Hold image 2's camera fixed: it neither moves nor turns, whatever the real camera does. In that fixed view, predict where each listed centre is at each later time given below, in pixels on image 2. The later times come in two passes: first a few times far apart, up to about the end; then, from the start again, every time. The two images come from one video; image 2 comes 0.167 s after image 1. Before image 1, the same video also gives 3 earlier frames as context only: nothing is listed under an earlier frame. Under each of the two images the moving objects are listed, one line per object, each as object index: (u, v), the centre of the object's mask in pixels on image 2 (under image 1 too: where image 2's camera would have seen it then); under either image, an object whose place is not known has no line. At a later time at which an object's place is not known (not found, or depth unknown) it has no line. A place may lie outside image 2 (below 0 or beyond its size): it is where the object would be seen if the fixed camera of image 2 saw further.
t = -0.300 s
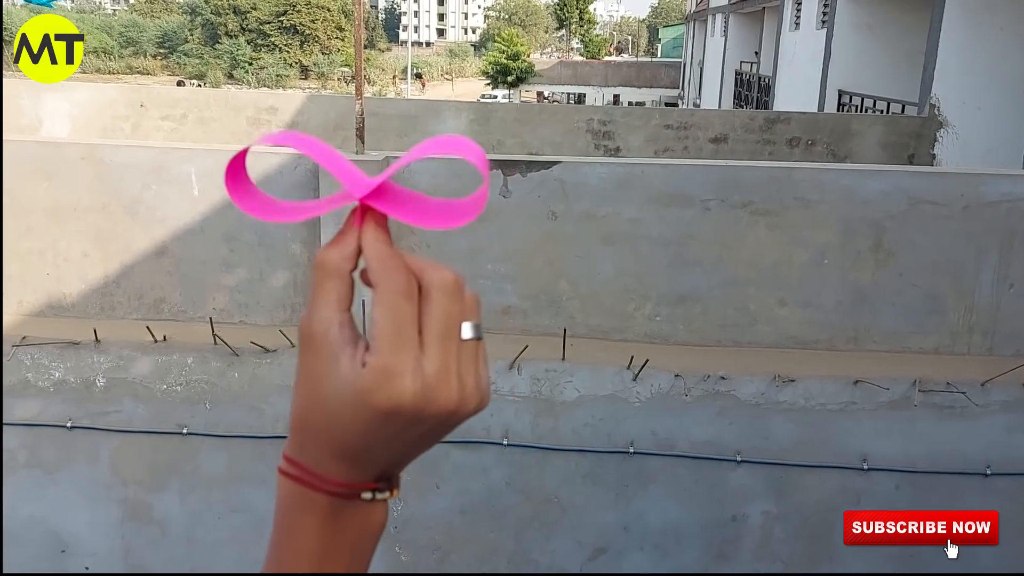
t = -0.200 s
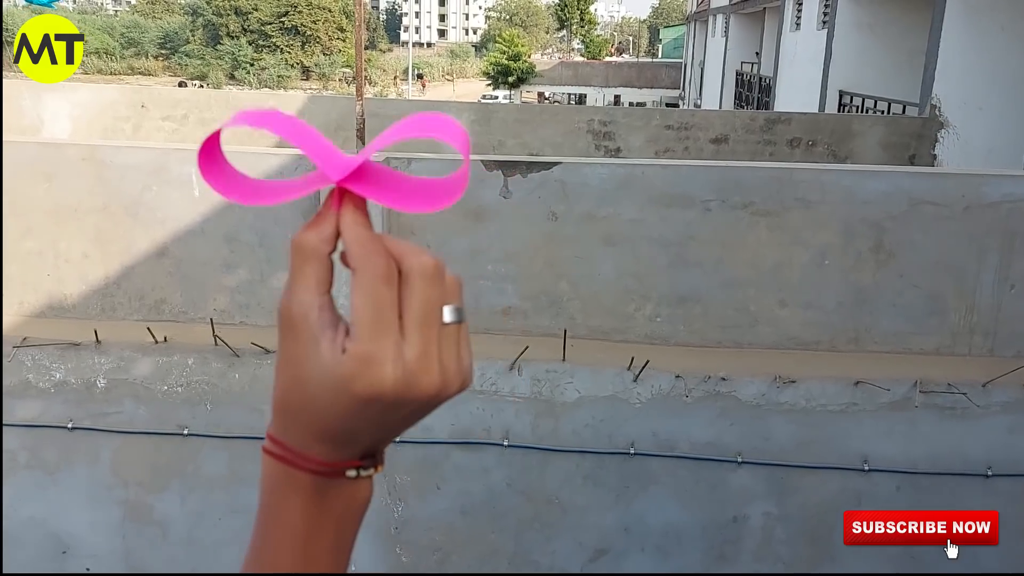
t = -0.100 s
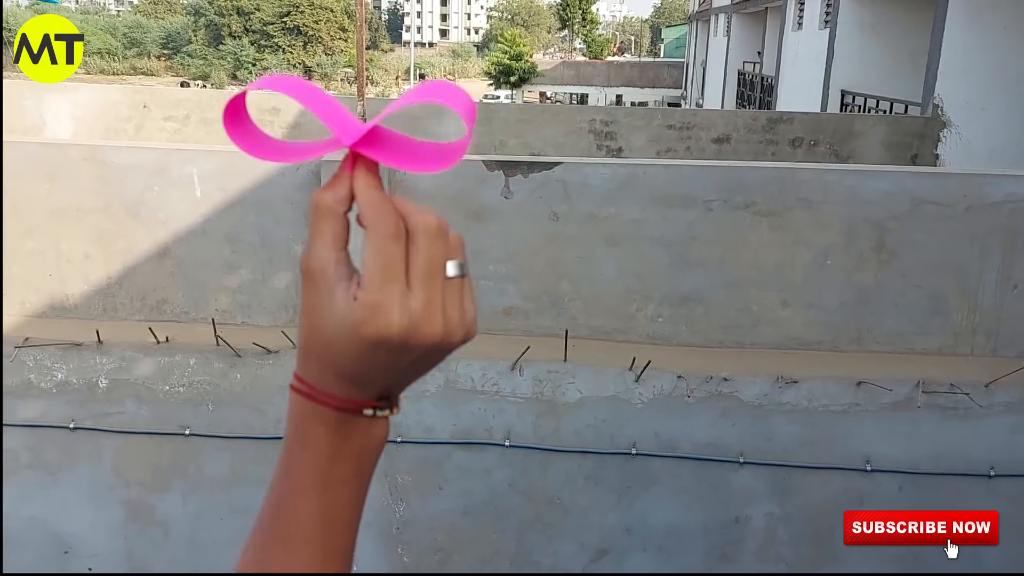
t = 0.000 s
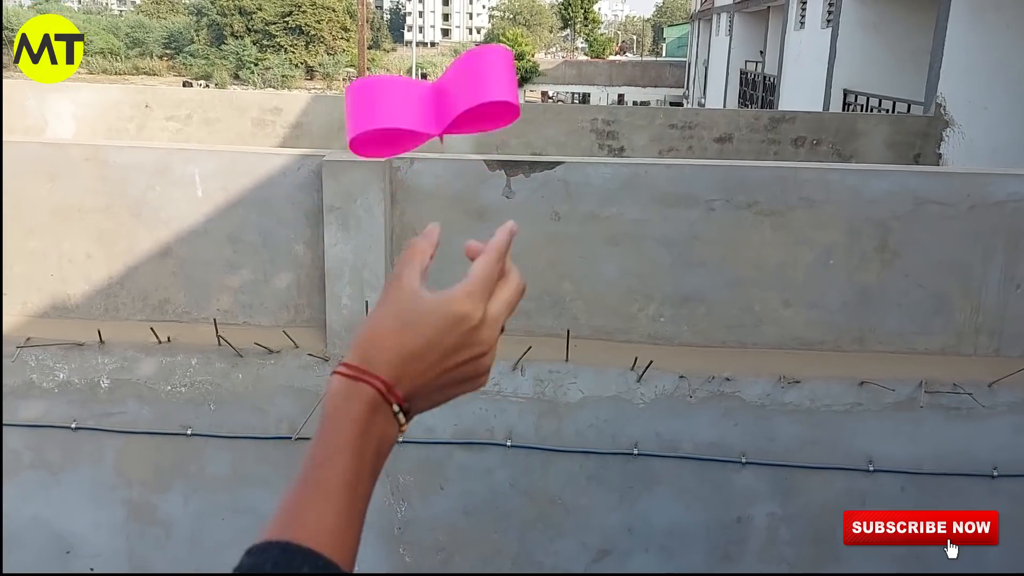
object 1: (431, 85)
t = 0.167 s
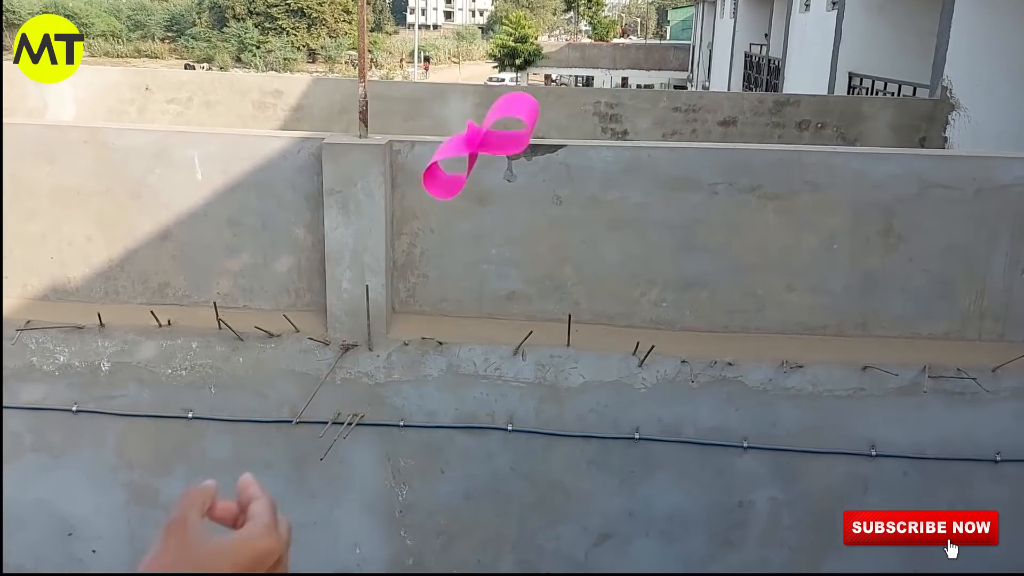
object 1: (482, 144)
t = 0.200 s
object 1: (480, 144)
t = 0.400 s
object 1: (491, 196)
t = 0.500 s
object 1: (519, 208)
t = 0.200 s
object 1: (480, 144)
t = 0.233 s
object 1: (477, 154)
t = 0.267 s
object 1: (475, 166)
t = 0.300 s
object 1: (475, 171)
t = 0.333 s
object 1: (474, 180)
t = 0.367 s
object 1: (481, 193)
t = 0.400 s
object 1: (491, 196)
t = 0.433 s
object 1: (498, 201)
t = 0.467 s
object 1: (509, 205)
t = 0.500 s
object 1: (519, 208)
